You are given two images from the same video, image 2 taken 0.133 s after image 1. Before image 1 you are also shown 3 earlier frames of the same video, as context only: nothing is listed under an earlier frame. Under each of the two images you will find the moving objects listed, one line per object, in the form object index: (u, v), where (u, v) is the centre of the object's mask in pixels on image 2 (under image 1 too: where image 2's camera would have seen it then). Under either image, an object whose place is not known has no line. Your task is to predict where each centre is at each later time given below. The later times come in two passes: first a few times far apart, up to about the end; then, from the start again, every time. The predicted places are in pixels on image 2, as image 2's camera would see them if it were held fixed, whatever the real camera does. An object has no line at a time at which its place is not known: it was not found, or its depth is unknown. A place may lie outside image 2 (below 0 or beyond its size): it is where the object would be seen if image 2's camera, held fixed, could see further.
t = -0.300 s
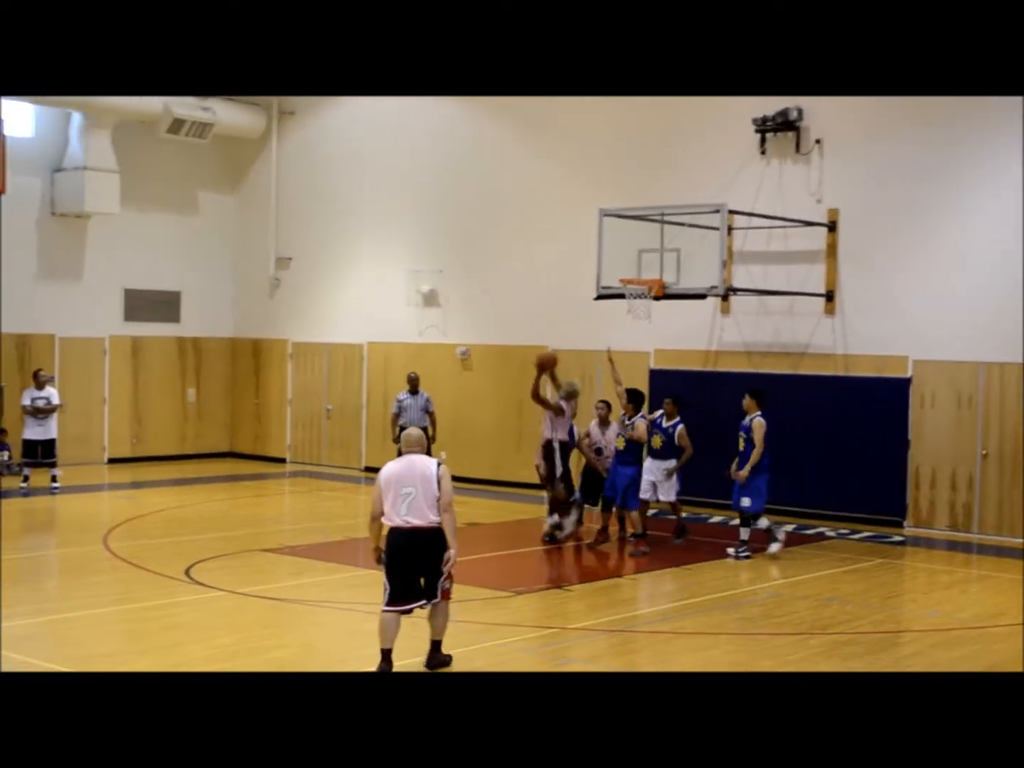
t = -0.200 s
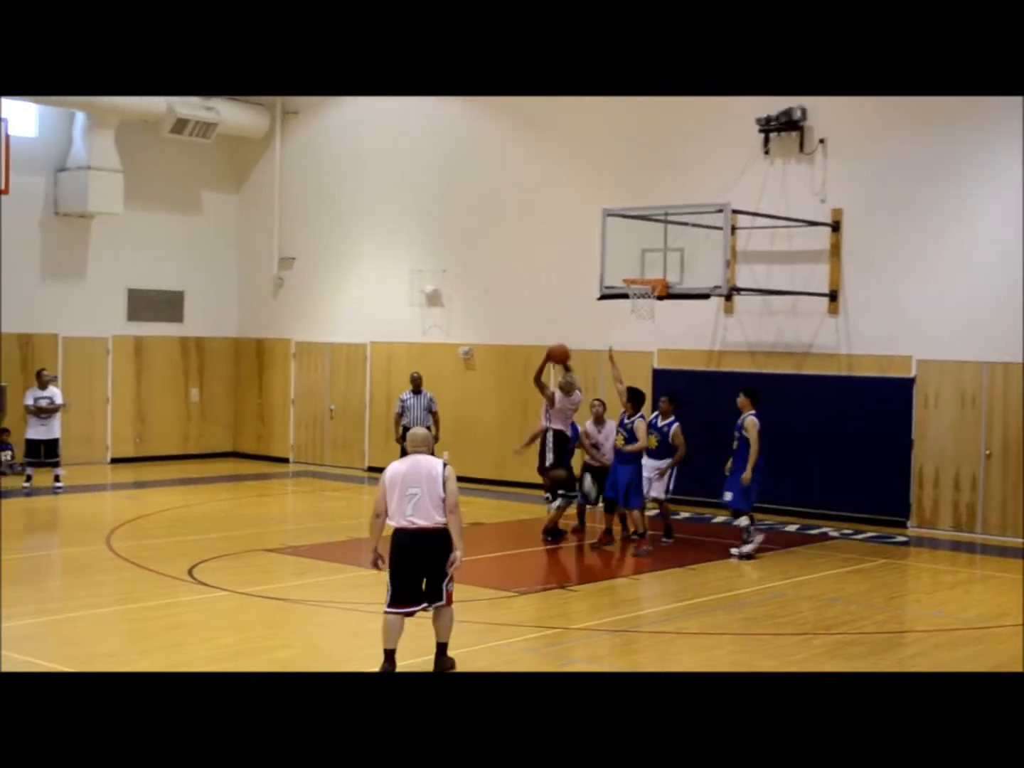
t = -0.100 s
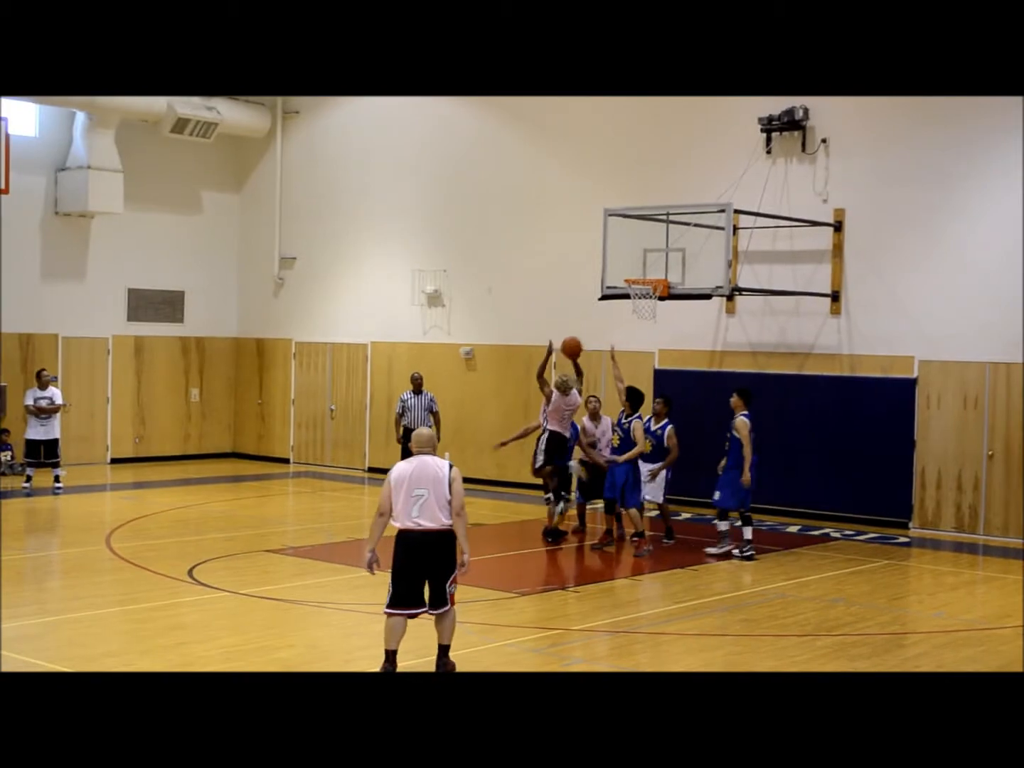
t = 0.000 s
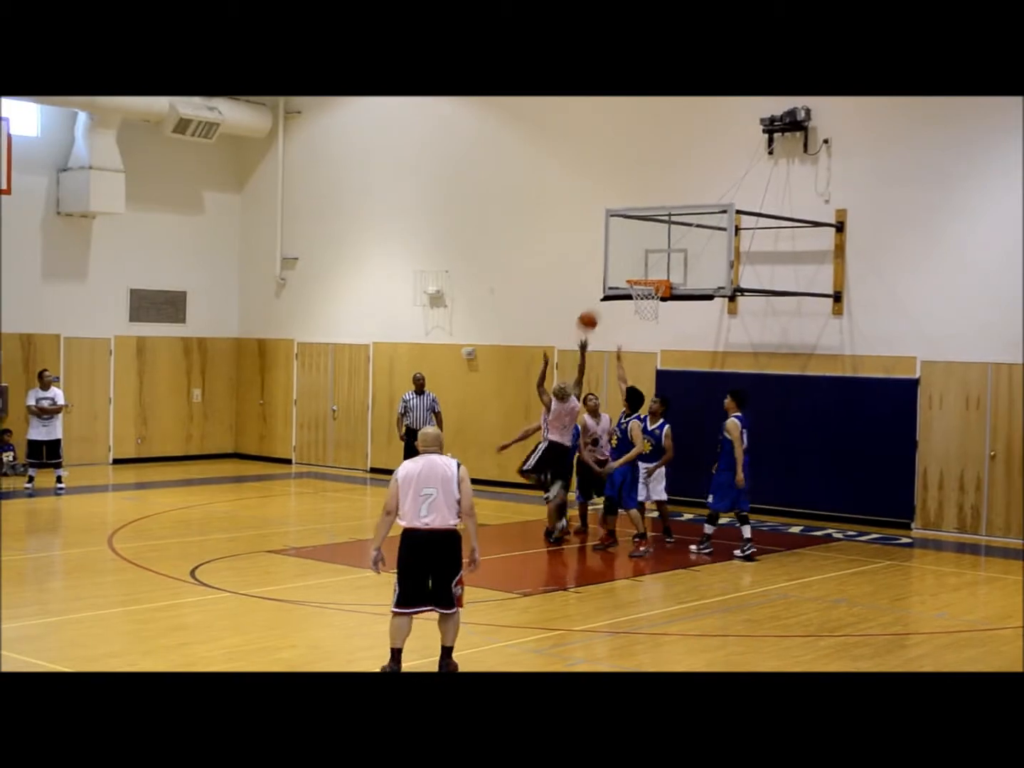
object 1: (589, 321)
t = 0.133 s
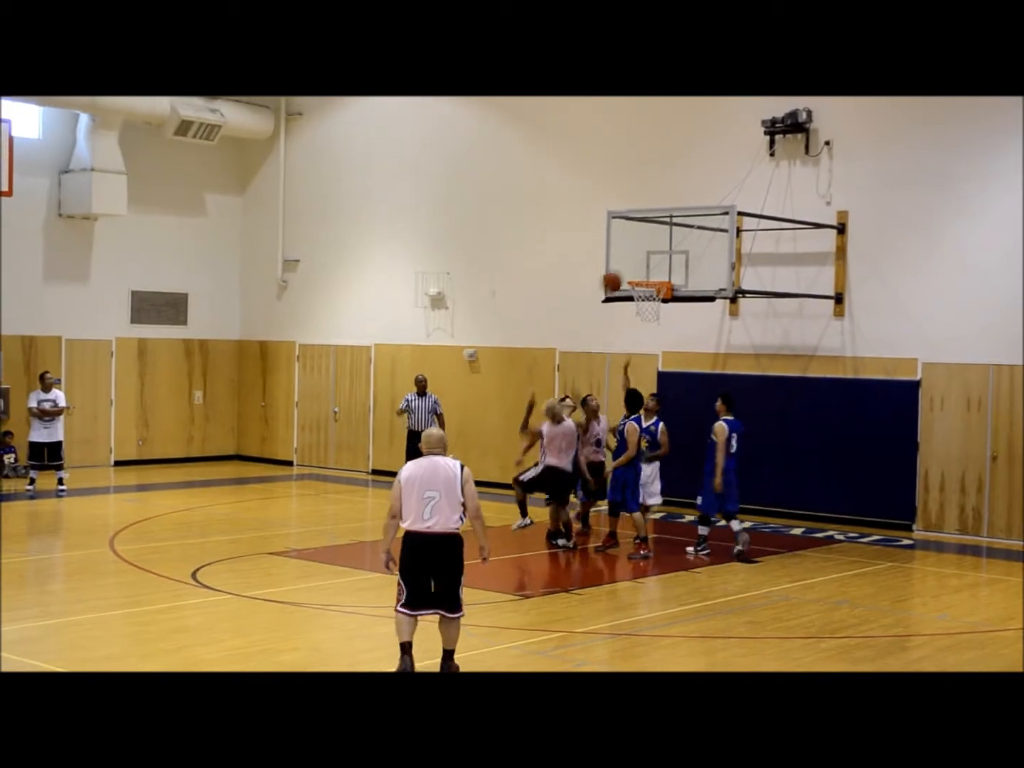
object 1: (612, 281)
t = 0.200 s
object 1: (623, 265)
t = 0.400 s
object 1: (654, 247)
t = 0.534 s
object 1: (672, 252)
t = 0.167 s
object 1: (618, 272)
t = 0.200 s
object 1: (623, 265)
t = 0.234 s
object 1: (629, 260)
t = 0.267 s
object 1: (634, 255)
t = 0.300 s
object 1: (639, 252)
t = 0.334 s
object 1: (644, 249)
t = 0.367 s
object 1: (649, 247)
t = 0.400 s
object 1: (654, 247)
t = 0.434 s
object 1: (659, 247)
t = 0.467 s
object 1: (664, 248)
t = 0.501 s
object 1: (669, 250)
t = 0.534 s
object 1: (672, 252)
